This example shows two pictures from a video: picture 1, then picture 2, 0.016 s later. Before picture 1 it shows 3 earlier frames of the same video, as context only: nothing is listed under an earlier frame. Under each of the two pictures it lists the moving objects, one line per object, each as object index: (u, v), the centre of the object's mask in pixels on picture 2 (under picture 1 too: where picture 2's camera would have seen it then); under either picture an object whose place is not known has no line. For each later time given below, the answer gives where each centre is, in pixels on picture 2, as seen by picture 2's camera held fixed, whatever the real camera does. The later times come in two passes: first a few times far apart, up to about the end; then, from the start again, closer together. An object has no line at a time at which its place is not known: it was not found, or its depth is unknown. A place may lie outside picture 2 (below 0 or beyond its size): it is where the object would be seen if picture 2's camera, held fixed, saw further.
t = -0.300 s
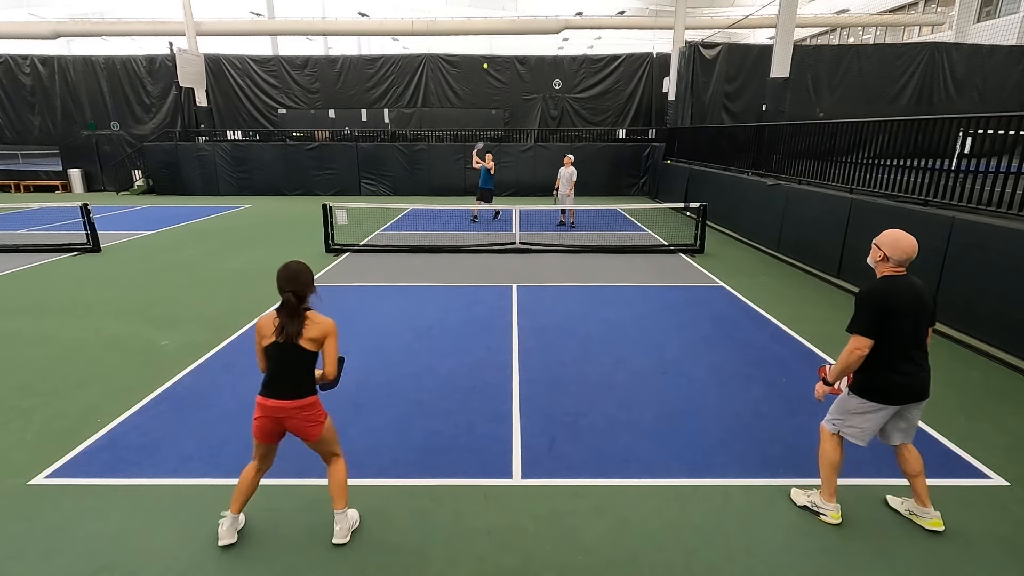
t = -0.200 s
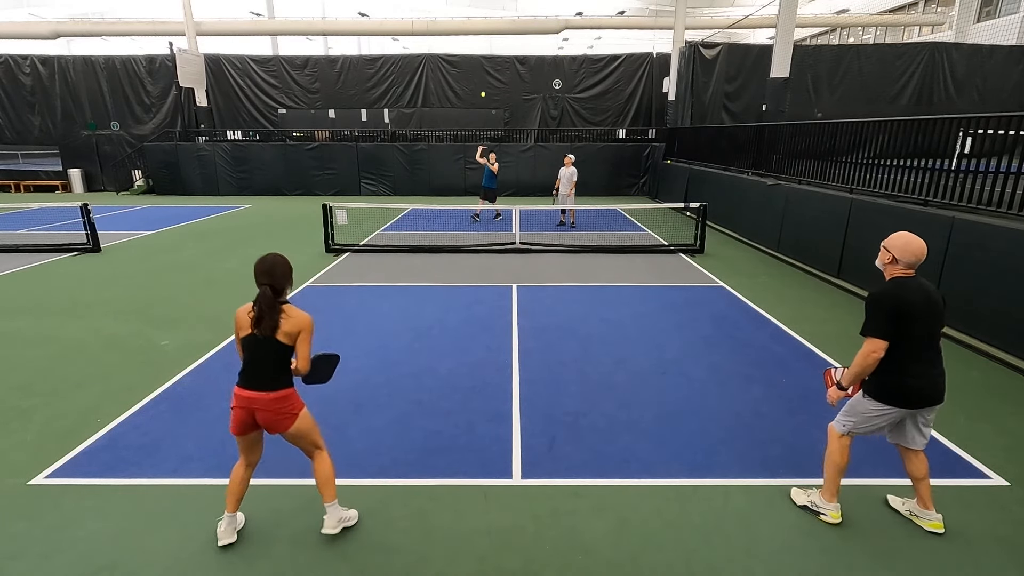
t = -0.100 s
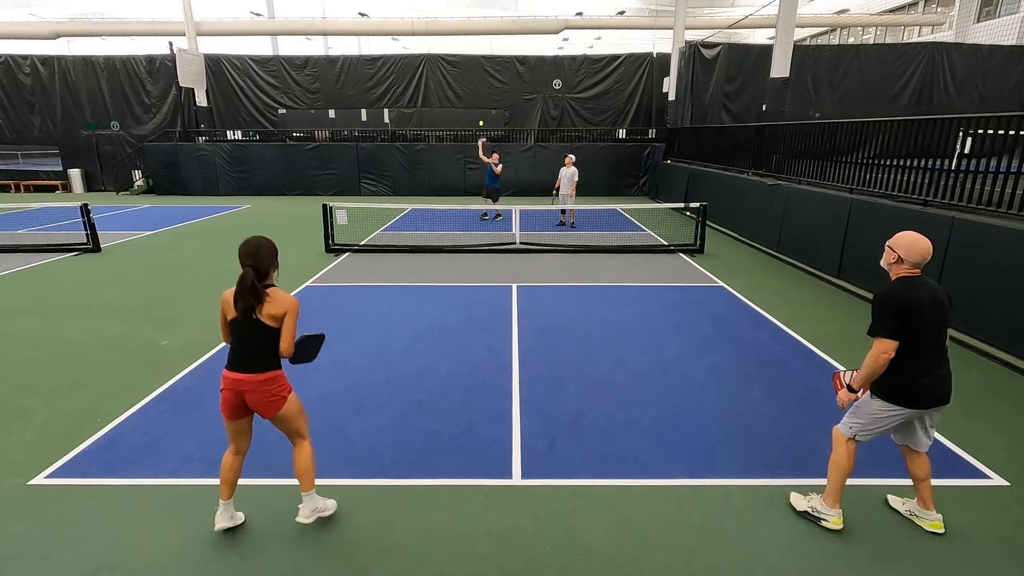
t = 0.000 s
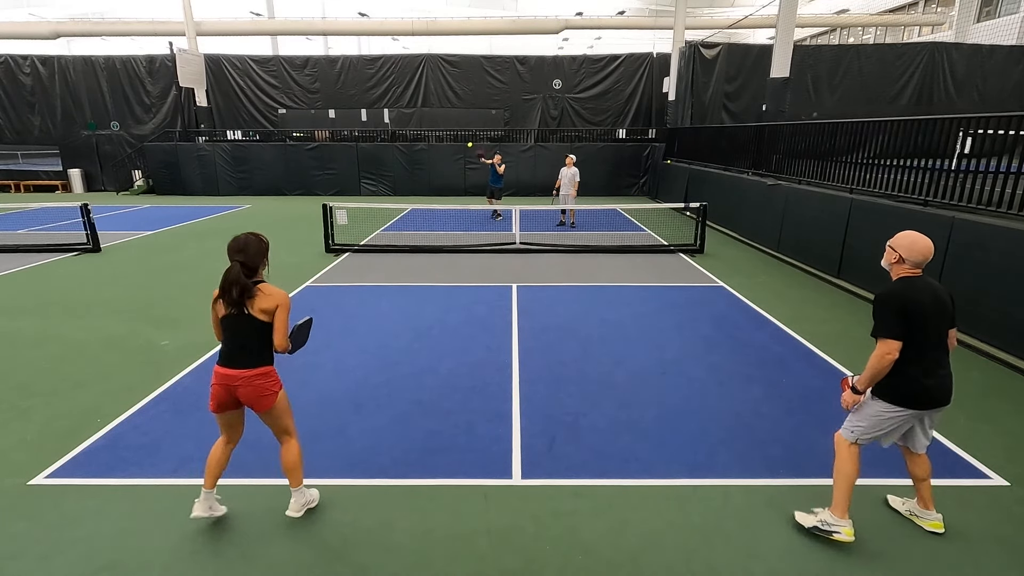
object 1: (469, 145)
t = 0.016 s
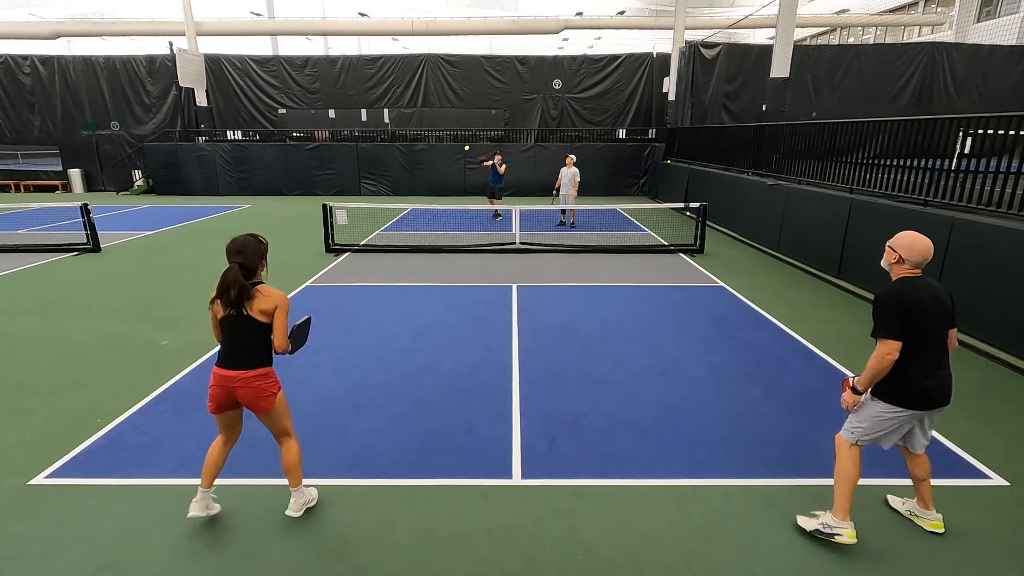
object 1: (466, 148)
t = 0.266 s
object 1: (406, 236)
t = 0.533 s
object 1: (320, 272)
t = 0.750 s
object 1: (213, 299)
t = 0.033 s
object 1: (463, 152)
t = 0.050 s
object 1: (460, 155)
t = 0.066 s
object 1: (456, 159)
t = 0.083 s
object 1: (453, 164)
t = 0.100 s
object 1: (449, 169)
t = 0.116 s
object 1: (446, 174)
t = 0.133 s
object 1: (442, 179)
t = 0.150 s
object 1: (438, 185)
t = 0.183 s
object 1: (430, 197)
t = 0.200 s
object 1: (426, 203)
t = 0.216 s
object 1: (421, 211)
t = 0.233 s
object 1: (416, 219)
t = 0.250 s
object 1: (412, 227)
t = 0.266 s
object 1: (406, 236)
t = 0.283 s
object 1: (401, 245)
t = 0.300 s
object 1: (396, 254)
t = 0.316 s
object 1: (390, 264)
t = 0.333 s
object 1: (385, 275)
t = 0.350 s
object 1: (379, 287)
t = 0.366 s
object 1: (374, 287)
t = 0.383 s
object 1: (370, 285)
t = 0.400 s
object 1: (364, 282)
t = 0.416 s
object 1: (360, 280)
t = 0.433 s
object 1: (354, 279)
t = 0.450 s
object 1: (349, 277)
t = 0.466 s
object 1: (344, 276)
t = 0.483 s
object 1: (338, 274)
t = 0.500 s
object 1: (332, 273)
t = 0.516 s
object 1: (327, 273)
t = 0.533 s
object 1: (320, 272)
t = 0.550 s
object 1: (313, 272)
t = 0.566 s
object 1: (307, 272)
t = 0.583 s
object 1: (300, 272)
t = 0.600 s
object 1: (292, 273)
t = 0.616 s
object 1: (285, 274)
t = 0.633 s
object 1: (277, 276)
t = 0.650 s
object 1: (269, 277)
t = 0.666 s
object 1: (260, 280)
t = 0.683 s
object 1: (251, 282)
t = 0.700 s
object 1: (243, 286)
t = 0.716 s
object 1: (233, 289)
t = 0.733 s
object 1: (223, 294)
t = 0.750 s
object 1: (213, 299)
